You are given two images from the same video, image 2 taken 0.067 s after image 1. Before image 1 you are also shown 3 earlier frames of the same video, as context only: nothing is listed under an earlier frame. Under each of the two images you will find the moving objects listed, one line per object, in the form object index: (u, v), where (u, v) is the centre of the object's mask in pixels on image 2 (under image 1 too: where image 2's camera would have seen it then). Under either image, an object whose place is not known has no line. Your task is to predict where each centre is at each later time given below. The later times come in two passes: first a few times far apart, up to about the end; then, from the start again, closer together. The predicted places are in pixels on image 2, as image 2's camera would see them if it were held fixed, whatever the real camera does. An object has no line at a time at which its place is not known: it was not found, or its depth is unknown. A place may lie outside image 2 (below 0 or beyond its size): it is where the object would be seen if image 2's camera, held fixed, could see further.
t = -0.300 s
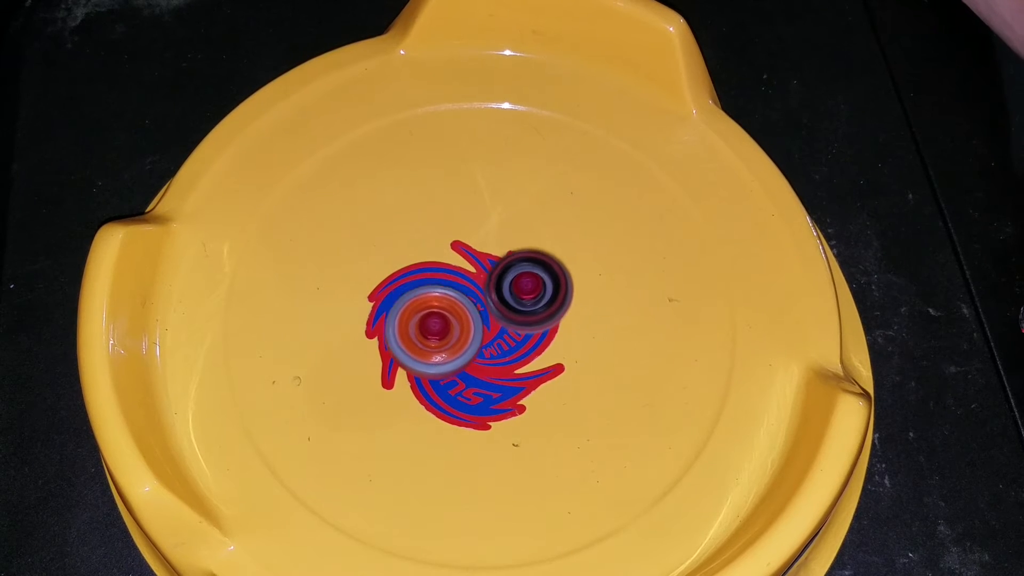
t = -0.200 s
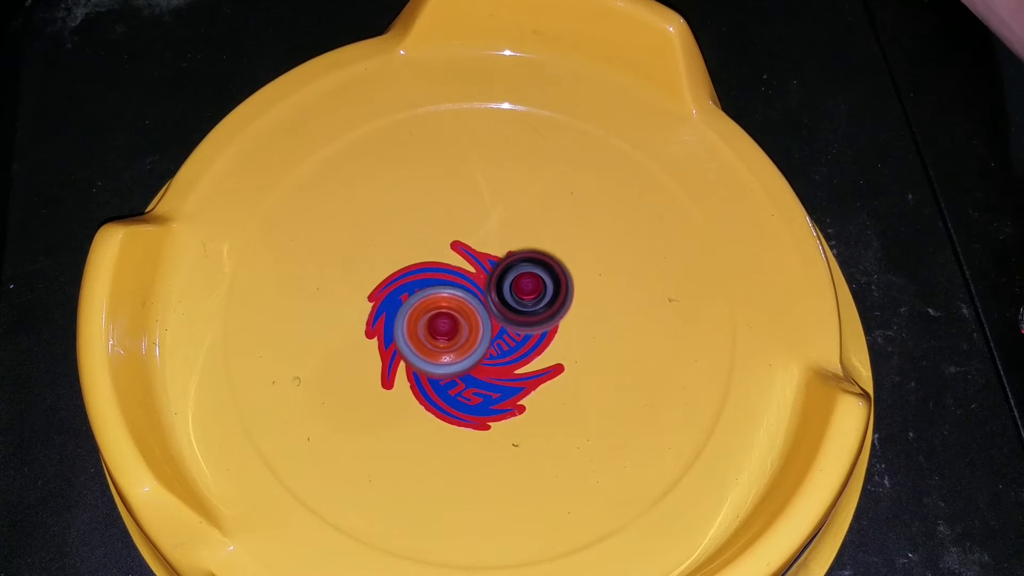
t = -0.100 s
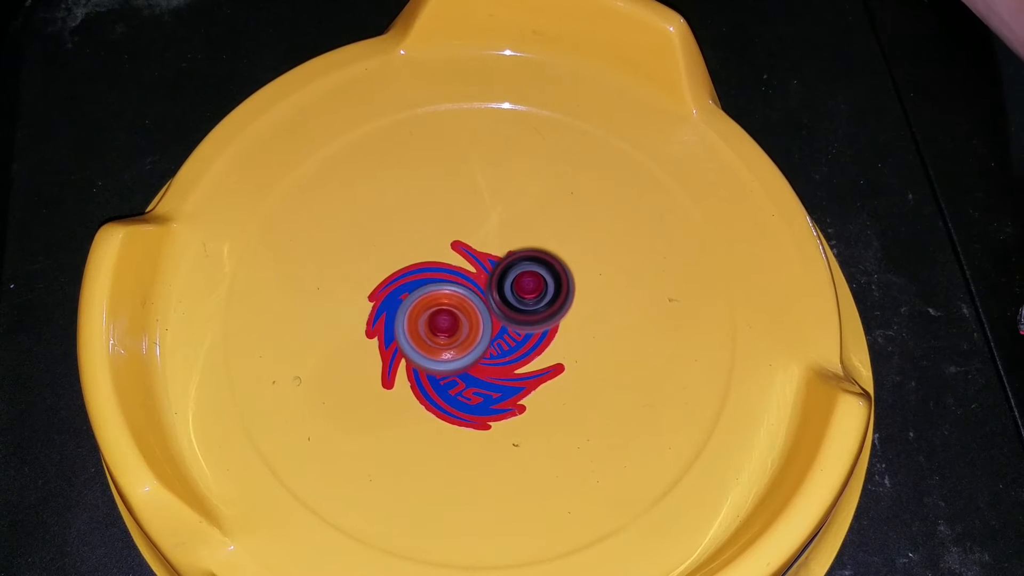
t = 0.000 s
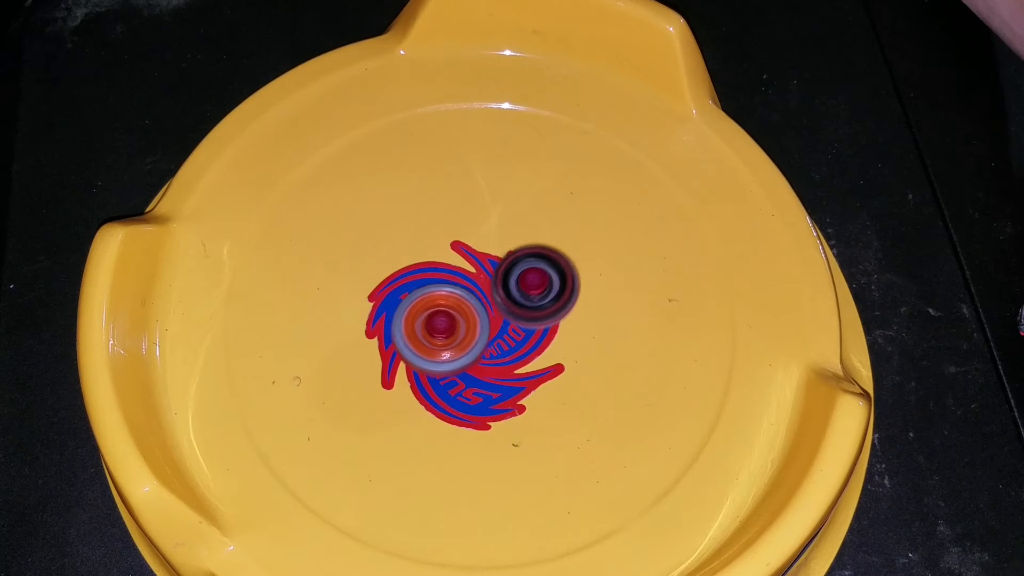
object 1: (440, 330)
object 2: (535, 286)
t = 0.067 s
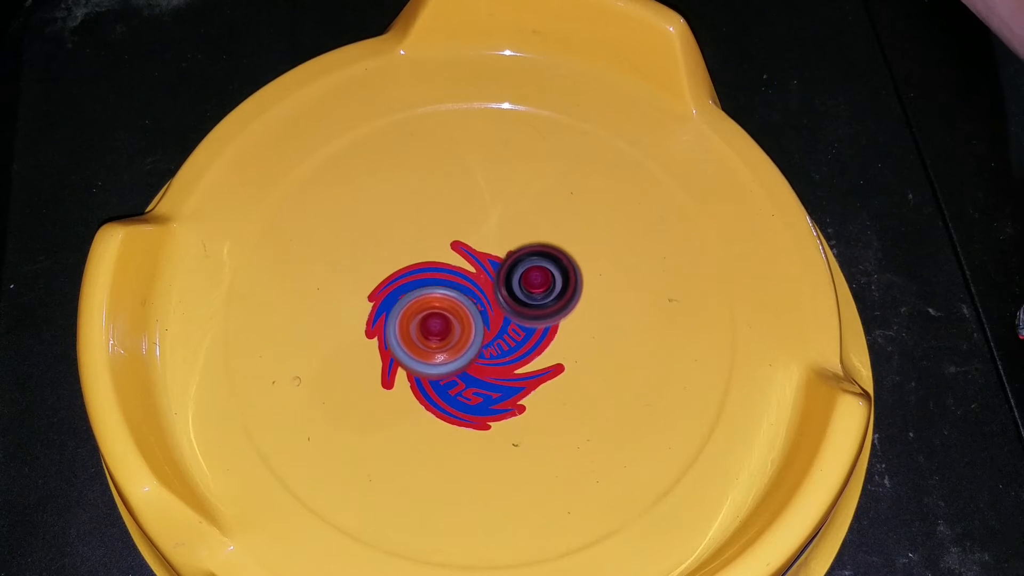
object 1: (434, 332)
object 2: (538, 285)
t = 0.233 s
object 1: (447, 340)
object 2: (534, 285)
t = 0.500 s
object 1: (440, 338)
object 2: (524, 280)
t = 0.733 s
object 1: (446, 340)
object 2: (516, 274)
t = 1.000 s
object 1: (448, 330)
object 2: (519, 260)
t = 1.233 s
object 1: (435, 329)
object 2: (505, 265)
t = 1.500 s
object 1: (444, 333)
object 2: (503, 261)
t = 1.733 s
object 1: (444, 337)
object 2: (500, 264)
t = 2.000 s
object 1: (452, 338)
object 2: (501, 262)
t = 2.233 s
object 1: (453, 341)
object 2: (500, 261)
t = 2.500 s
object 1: (453, 339)
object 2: (499, 262)
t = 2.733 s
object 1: (460, 351)
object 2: (499, 260)
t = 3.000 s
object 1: (455, 345)
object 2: (496, 265)
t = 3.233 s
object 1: (458, 348)
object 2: (494, 266)
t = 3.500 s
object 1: (458, 348)
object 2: (493, 267)
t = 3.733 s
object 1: (457, 348)
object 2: (492, 266)
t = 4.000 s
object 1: (455, 345)
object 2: (493, 264)
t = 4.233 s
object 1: (450, 345)
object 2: (492, 266)
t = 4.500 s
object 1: (451, 345)
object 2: (492, 266)
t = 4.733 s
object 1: (451, 344)
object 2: (492, 265)
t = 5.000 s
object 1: (450, 343)
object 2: (493, 265)
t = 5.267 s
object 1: (451, 343)
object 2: (495, 263)
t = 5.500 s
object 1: (454, 342)
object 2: (497, 262)
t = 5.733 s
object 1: (451, 341)
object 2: (499, 260)
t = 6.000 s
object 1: (449, 340)
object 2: (499, 265)
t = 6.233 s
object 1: (451, 341)
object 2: (501, 266)
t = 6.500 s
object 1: (452, 343)
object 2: (502, 267)
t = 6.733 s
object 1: (450, 342)
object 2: (505, 265)
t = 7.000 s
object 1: (446, 343)
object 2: (507, 266)
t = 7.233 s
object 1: (445, 341)
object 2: (503, 270)
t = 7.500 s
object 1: (443, 340)
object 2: (503, 271)
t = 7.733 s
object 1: (443, 339)
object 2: (503, 270)
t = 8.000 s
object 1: (443, 339)
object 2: (503, 270)
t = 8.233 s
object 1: (443, 338)
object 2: (503, 269)
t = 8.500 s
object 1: (443, 338)
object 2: (503, 269)
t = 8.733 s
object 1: (445, 340)
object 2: (505, 267)
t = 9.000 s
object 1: (452, 342)
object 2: (505, 268)
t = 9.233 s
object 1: (451, 340)
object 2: (506, 265)
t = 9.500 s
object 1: (452, 340)
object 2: (503, 266)
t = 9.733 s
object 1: (451, 340)
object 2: (501, 265)
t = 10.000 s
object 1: (451, 341)
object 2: (502, 261)
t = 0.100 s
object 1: (435, 335)
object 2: (538, 285)
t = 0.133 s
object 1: (437, 339)
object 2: (538, 285)
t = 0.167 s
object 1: (439, 341)
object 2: (537, 285)
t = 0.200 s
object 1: (443, 342)
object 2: (536, 285)
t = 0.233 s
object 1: (447, 340)
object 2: (534, 285)
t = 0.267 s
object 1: (450, 337)
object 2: (532, 285)
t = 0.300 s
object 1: (449, 333)
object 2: (531, 284)
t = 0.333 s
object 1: (446, 332)
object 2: (533, 282)
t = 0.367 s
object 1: (446, 332)
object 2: (532, 281)
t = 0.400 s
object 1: (445, 333)
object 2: (531, 281)
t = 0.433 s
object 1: (444, 335)
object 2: (529, 281)
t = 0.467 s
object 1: (442, 337)
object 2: (527, 280)
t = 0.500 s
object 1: (440, 338)
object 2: (524, 280)
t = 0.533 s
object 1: (441, 339)
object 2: (522, 280)
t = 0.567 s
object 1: (445, 338)
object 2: (519, 280)
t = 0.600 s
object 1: (447, 336)
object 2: (519, 278)
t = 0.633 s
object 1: (443, 336)
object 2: (520, 276)
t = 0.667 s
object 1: (440, 338)
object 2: (519, 275)
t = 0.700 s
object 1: (441, 340)
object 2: (518, 275)
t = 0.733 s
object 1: (446, 340)
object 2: (516, 274)
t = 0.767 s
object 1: (448, 339)
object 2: (515, 272)
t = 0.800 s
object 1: (447, 341)
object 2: (521, 264)
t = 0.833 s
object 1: (448, 341)
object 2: (523, 261)
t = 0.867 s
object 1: (451, 341)
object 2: (522, 261)
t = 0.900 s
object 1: (453, 339)
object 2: (522, 261)
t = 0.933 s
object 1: (452, 336)
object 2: (521, 261)
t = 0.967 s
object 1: (450, 334)
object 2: (520, 260)
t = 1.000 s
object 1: (448, 330)
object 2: (519, 260)
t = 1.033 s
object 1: (445, 326)
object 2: (518, 261)
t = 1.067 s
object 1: (441, 324)
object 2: (516, 261)
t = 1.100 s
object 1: (439, 324)
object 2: (514, 262)
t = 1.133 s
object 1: (435, 324)
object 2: (512, 262)
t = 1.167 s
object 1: (433, 325)
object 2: (510, 263)
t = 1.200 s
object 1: (433, 327)
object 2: (507, 264)
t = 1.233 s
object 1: (435, 329)
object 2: (505, 265)
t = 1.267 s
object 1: (438, 330)
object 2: (502, 266)
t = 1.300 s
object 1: (438, 332)
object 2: (503, 264)
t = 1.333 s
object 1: (438, 332)
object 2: (503, 264)
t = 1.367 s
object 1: (439, 331)
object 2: (501, 264)
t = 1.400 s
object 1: (438, 333)
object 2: (504, 260)
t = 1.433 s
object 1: (440, 333)
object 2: (504, 259)
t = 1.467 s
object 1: (442, 332)
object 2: (504, 260)
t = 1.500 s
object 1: (444, 333)
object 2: (503, 261)
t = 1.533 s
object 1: (445, 335)
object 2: (502, 262)
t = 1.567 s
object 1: (445, 337)
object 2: (501, 263)
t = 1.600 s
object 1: (447, 337)
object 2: (500, 264)
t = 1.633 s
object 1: (448, 337)
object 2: (501, 263)
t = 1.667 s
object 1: (448, 336)
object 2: (501, 263)
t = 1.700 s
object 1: (446, 336)
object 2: (501, 263)
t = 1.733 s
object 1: (444, 337)
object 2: (500, 264)
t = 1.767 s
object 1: (446, 338)
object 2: (499, 265)
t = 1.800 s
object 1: (448, 340)
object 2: (499, 264)
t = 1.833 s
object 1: (452, 341)
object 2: (499, 265)
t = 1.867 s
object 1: (454, 341)
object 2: (499, 264)
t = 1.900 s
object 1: (454, 340)
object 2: (500, 262)
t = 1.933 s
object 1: (454, 338)
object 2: (501, 261)
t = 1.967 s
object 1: (454, 338)
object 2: (501, 261)
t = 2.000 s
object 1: (452, 338)
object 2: (501, 262)
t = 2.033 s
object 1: (451, 338)
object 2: (500, 263)
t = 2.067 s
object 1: (451, 340)
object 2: (500, 263)
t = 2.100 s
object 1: (454, 342)
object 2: (500, 264)
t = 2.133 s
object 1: (455, 342)
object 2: (499, 264)
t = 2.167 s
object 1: (455, 342)
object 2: (499, 263)
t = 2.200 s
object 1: (453, 340)
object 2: (499, 262)
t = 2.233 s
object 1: (453, 341)
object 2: (500, 261)
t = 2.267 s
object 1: (454, 341)
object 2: (500, 261)
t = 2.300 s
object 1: (453, 338)
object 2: (500, 262)
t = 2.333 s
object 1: (451, 339)
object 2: (501, 262)
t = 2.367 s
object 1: (451, 341)
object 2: (500, 263)
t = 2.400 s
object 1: (453, 342)
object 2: (500, 263)
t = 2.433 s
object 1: (456, 343)
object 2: (499, 264)
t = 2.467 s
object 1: (456, 341)
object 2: (499, 263)
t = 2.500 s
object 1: (453, 339)
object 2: (499, 262)
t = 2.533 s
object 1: (451, 339)
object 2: (499, 263)
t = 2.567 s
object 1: (451, 341)
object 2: (499, 263)
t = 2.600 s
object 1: (454, 343)
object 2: (498, 264)
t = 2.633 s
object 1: (456, 344)
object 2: (497, 265)
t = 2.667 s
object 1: (456, 347)
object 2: (498, 261)
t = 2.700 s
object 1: (458, 350)
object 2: (499, 260)
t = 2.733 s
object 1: (460, 351)
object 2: (499, 260)
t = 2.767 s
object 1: (460, 347)
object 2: (499, 261)
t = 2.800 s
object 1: (459, 344)
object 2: (499, 262)
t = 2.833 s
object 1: (456, 342)
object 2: (498, 263)
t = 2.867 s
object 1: (453, 341)
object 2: (498, 262)
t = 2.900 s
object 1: (453, 342)
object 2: (498, 263)
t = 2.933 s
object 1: (454, 343)
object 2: (497, 264)
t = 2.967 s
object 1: (454, 344)
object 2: (496, 265)
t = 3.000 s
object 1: (455, 345)
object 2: (496, 265)
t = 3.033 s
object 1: (457, 345)
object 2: (496, 265)
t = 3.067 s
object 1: (457, 347)
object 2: (496, 265)
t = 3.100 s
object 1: (458, 348)
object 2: (495, 266)
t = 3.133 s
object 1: (458, 348)
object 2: (495, 267)
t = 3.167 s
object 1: (458, 348)
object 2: (494, 267)
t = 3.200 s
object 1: (459, 348)
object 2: (494, 267)
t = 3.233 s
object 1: (458, 348)
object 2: (494, 266)
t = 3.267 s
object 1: (459, 348)
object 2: (494, 266)
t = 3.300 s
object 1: (458, 348)
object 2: (494, 266)
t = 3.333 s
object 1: (458, 348)
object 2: (494, 266)
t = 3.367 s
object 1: (457, 348)
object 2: (494, 267)
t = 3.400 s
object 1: (457, 348)
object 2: (493, 267)
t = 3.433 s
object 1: (458, 349)
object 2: (493, 267)
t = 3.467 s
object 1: (458, 349)
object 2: (493, 267)
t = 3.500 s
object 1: (458, 348)
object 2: (493, 267)
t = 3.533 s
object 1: (458, 348)
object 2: (493, 266)
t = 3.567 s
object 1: (458, 348)
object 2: (493, 267)
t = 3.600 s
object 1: (457, 349)
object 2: (493, 266)
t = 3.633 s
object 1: (458, 349)
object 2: (493, 266)
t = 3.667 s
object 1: (458, 348)
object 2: (493, 267)
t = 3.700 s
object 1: (458, 348)
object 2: (493, 266)
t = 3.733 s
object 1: (457, 348)
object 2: (492, 266)
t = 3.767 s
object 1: (456, 348)
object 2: (493, 266)
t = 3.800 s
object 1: (456, 348)
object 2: (492, 267)
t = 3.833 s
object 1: (455, 348)
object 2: (492, 267)
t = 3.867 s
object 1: (454, 348)
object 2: (491, 267)
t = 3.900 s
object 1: (454, 348)
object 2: (491, 267)
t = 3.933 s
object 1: (454, 346)
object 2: (492, 266)
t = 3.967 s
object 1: (454, 346)
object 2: (492, 265)
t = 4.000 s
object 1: (455, 345)
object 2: (493, 264)
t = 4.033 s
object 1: (455, 345)
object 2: (493, 263)
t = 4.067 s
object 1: (454, 344)
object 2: (493, 264)
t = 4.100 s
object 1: (453, 344)
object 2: (493, 264)
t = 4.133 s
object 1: (451, 344)
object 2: (493, 264)
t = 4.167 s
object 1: (450, 344)
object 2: (493, 265)
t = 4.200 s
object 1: (449, 345)
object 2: (492, 266)
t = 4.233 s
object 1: (450, 345)
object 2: (492, 266)
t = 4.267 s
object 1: (450, 345)
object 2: (492, 266)
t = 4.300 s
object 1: (450, 345)
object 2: (492, 266)
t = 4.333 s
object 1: (450, 345)
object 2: (492, 266)
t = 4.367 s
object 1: (450, 345)
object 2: (492, 266)
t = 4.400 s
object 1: (450, 345)
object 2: (492, 266)
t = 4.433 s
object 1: (451, 345)
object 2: (492, 266)
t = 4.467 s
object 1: (451, 345)
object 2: (492, 266)
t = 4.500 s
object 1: (451, 345)
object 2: (492, 266)
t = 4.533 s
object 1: (451, 345)
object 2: (492, 266)
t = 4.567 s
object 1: (451, 345)
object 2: (492, 266)
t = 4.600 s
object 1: (451, 345)
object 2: (492, 266)
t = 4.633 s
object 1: (451, 345)
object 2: (492, 265)
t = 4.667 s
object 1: (451, 345)
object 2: (492, 265)
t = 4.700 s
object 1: (451, 344)
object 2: (492, 265)
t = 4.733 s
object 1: (451, 344)
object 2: (492, 265)
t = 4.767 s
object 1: (451, 344)
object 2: (493, 265)
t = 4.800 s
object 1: (451, 344)
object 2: (493, 264)
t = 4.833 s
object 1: (451, 343)
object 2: (493, 265)
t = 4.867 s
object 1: (451, 343)
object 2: (493, 264)
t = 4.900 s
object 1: (451, 343)
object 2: (493, 265)
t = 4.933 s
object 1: (450, 343)
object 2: (493, 264)
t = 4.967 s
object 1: (450, 343)
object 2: (493, 264)
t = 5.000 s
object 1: (450, 343)
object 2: (493, 265)
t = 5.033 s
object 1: (450, 343)
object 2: (493, 264)
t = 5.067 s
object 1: (450, 344)
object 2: (494, 264)
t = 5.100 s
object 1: (450, 344)
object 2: (493, 264)
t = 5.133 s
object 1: (451, 343)
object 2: (493, 264)
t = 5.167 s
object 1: (451, 343)
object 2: (493, 264)
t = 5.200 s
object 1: (450, 344)
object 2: (495, 262)
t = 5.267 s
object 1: (451, 343)
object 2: (495, 263)
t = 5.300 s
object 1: (452, 342)
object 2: (495, 264)
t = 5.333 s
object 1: (452, 342)
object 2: (495, 263)
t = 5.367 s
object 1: (453, 342)
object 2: (495, 263)
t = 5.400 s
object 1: (452, 342)
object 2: (497, 260)
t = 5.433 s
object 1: (453, 343)
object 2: (497, 260)
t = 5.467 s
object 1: (453, 343)
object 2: (497, 261)
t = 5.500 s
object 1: (454, 342)
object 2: (497, 262)
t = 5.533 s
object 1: (454, 340)
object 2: (497, 262)
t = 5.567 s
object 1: (452, 340)
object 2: (498, 260)
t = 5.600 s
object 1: (451, 340)
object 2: (498, 261)
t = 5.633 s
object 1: (451, 341)
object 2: (498, 262)
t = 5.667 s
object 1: (451, 341)
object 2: (498, 262)
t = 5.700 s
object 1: (453, 340)
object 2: (498, 263)
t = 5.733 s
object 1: (451, 341)
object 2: (499, 260)
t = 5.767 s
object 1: (451, 342)
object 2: (500, 260)
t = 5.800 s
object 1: (452, 341)
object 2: (500, 261)
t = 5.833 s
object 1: (453, 340)
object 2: (500, 262)
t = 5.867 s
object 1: (452, 339)
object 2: (500, 263)
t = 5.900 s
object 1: (450, 339)
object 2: (500, 262)
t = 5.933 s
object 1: (449, 339)
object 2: (500, 263)
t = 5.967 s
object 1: (449, 339)
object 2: (499, 264)
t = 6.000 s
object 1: (449, 340)
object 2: (499, 265)
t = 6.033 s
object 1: (449, 340)
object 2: (499, 265)
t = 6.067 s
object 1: (449, 340)
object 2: (499, 265)
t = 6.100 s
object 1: (449, 340)
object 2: (500, 264)
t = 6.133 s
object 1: (450, 340)
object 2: (500, 265)
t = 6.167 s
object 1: (450, 340)
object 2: (500, 265)
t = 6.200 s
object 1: (450, 341)
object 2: (500, 265)
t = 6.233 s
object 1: (451, 341)
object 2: (501, 266)
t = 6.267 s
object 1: (451, 341)
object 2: (501, 266)
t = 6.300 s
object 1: (451, 342)
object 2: (501, 266)
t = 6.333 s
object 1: (450, 344)
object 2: (503, 264)
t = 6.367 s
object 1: (450, 344)
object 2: (503, 264)
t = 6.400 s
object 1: (451, 345)
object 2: (503, 265)
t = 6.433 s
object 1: (451, 345)
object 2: (503, 266)
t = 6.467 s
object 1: (452, 344)
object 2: (503, 266)
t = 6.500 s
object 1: (452, 343)
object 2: (502, 267)
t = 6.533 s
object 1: (452, 342)
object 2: (502, 267)
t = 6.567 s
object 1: (452, 342)
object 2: (502, 267)
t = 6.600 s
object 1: (452, 342)
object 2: (503, 267)
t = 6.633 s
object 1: (452, 342)
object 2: (503, 267)
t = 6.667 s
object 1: (452, 341)
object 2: (503, 267)
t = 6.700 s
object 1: (451, 342)
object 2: (505, 264)
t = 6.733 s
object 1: (450, 342)
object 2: (505, 265)
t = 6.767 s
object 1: (450, 342)
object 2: (505, 265)
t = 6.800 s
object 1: (449, 342)
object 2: (505, 266)
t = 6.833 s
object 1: (449, 341)
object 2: (505, 266)
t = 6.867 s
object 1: (449, 340)
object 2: (504, 268)
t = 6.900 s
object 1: (447, 341)
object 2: (506, 266)
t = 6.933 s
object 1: (446, 342)
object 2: (507, 265)
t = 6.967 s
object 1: (446, 343)
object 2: (507, 265)
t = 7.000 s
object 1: (446, 343)
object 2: (507, 266)
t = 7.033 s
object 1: (446, 343)
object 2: (506, 267)
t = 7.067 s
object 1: (447, 342)
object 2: (505, 269)
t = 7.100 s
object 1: (447, 341)
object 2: (504, 270)
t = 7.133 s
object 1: (446, 341)
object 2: (503, 270)
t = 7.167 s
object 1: (446, 341)
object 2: (503, 270)
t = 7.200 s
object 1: (445, 340)
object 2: (503, 270)
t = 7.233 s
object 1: (445, 341)
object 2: (503, 270)
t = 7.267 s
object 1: (445, 341)
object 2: (503, 270)
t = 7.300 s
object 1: (445, 340)
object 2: (503, 271)
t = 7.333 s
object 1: (445, 340)
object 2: (503, 270)
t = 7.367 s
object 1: (444, 340)
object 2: (503, 270)
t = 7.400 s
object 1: (444, 339)
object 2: (503, 270)
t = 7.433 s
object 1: (443, 338)
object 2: (503, 270)
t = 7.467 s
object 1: (443, 339)
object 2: (503, 271)
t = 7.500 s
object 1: (443, 340)
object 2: (503, 271)
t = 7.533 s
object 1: (444, 340)
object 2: (503, 271)
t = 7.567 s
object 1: (444, 339)
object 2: (503, 271)
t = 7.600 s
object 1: (443, 339)
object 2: (503, 270)
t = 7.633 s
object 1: (443, 339)
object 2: (503, 270)
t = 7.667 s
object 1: (443, 340)
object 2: (503, 271)
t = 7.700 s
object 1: (443, 339)
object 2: (503, 270)
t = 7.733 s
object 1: (443, 339)
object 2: (503, 270)
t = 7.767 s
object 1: (443, 339)
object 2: (503, 270)
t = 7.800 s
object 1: (443, 339)
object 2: (503, 270)
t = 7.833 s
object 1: (443, 339)
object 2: (503, 270)
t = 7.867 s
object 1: (443, 339)
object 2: (503, 270)
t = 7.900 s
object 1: (443, 339)
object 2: (503, 270)
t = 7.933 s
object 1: (443, 338)
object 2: (503, 270)
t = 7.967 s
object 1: (443, 338)
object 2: (503, 270)
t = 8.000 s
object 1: (443, 339)
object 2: (503, 270)
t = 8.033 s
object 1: (443, 338)
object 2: (503, 270)
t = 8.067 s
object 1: (442, 338)
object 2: (503, 270)
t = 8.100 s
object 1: (443, 338)
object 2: (503, 270)
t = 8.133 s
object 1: (443, 339)
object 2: (503, 270)
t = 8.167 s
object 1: (443, 338)
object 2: (503, 270)
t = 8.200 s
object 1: (443, 338)
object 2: (503, 269)
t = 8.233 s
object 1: (443, 338)
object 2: (503, 269)
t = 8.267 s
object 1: (443, 338)
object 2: (503, 270)
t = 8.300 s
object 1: (443, 338)
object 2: (503, 270)
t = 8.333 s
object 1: (443, 338)
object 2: (503, 270)
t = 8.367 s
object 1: (443, 338)
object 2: (503, 270)
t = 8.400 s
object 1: (443, 338)
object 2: (503, 270)
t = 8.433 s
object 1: (443, 338)
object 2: (503, 270)
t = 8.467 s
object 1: (443, 338)
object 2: (503, 270)
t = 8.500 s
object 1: (443, 338)
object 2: (503, 269)
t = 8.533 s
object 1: (443, 338)
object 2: (503, 269)
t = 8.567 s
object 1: (443, 338)
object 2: (503, 269)
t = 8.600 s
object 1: (443, 338)
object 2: (503, 269)
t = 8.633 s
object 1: (443, 338)
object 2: (503, 269)
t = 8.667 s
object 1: (443, 338)
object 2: (503, 269)
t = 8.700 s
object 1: (443, 340)
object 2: (505, 267)
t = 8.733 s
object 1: (445, 340)
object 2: (505, 267)
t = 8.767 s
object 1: (446, 341)
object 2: (505, 267)
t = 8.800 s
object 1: (447, 341)
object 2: (504, 268)
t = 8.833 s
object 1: (448, 341)
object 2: (504, 269)
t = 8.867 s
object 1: (449, 341)
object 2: (504, 268)
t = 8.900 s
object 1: (449, 342)
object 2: (505, 267)
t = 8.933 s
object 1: (450, 342)
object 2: (505, 268)
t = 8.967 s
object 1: (451, 342)
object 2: (504, 268)
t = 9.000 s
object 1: (452, 342)
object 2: (505, 268)
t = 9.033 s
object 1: (453, 342)
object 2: (505, 268)
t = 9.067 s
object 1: (454, 342)
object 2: (505, 267)
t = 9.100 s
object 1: (453, 342)
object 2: (505, 266)
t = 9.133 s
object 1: (454, 342)
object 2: (505, 266)
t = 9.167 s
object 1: (454, 341)
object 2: (505, 266)
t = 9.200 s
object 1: (453, 340)
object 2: (505, 266)
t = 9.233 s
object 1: (451, 340)
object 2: (506, 265)
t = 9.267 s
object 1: (451, 340)
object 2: (505, 265)
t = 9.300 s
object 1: (451, 341)
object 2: (505, 266)
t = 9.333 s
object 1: (452, 341)
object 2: (505, 266)
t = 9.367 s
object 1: (452, 340)
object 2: (504, 266)
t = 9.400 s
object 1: (451, 340)
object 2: (504, 266)
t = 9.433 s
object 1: (452, 341)
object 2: (504, 266)
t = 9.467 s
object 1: (452, 341)
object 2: (503, 266)
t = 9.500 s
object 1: (452, 340)
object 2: (503, 266)
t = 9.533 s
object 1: (451, 340)
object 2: (503, 266)
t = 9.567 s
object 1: (452, 340)
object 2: (502, 266)
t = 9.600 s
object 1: (452, 341)
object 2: (502, 266)
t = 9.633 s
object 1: (452, 341)
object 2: (502, 266)
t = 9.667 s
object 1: (452, 340)
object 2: (502, 265)
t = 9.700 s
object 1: (452, 340)
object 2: (501, 265)
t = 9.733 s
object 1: (451, 340)
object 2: (501, 265)
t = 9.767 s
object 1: (452, 341)
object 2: (501, 265)
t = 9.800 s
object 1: (452, 341)
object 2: (501, 265)
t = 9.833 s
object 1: (452, 340)
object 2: (501, 265)
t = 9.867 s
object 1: (451, 340)
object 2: (501, 264)
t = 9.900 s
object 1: (451, 341)
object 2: (501, 264)
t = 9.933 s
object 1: (452, 341)
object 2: (500, 265)
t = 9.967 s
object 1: (452, 340)
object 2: (501, 264)
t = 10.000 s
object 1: (451, 341)
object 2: (502, 261)
